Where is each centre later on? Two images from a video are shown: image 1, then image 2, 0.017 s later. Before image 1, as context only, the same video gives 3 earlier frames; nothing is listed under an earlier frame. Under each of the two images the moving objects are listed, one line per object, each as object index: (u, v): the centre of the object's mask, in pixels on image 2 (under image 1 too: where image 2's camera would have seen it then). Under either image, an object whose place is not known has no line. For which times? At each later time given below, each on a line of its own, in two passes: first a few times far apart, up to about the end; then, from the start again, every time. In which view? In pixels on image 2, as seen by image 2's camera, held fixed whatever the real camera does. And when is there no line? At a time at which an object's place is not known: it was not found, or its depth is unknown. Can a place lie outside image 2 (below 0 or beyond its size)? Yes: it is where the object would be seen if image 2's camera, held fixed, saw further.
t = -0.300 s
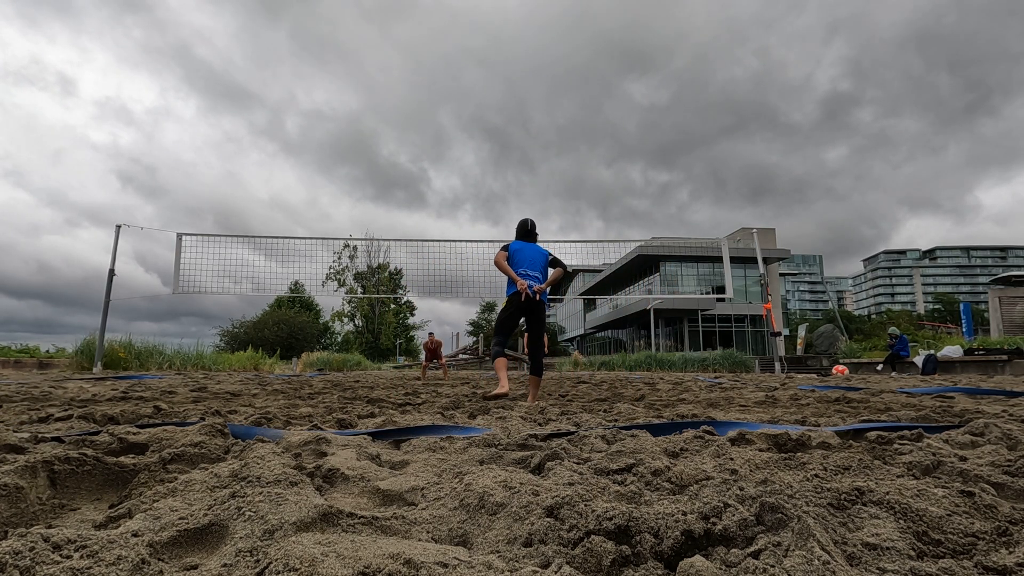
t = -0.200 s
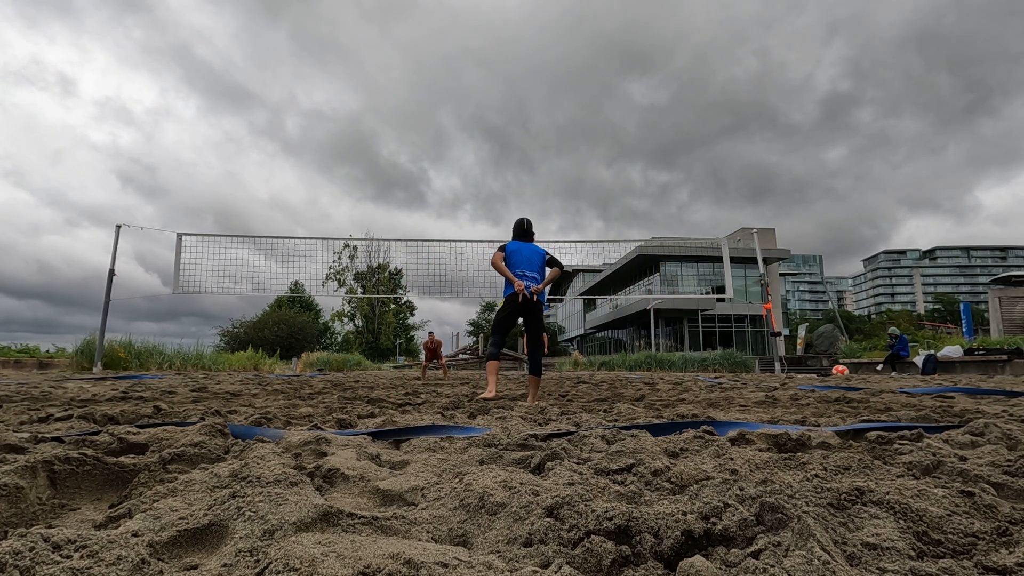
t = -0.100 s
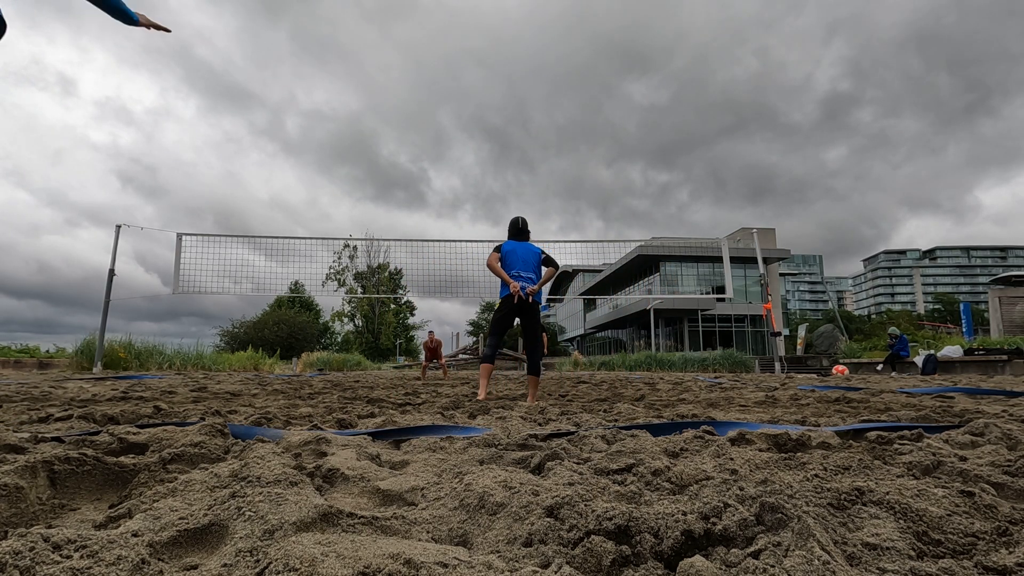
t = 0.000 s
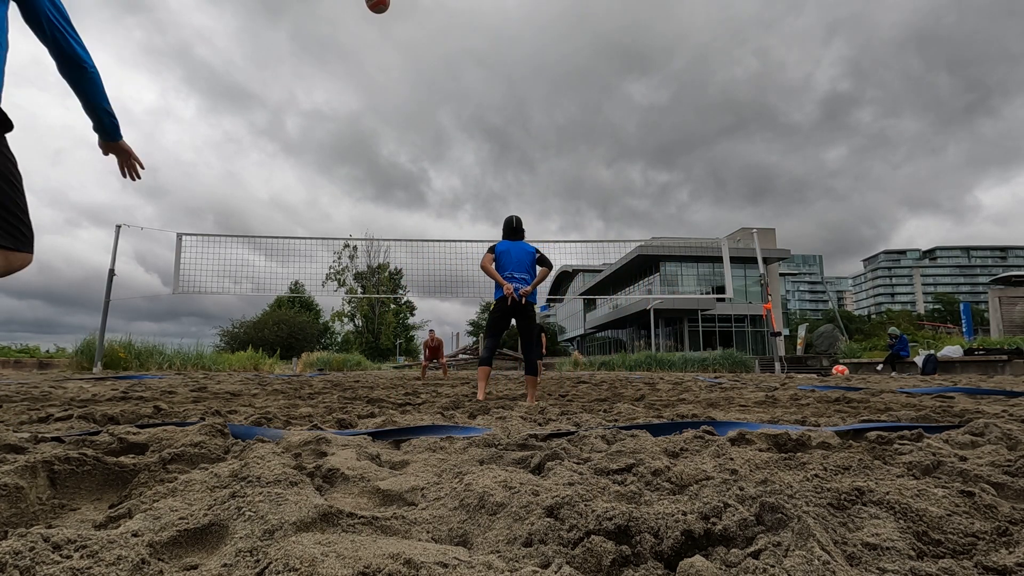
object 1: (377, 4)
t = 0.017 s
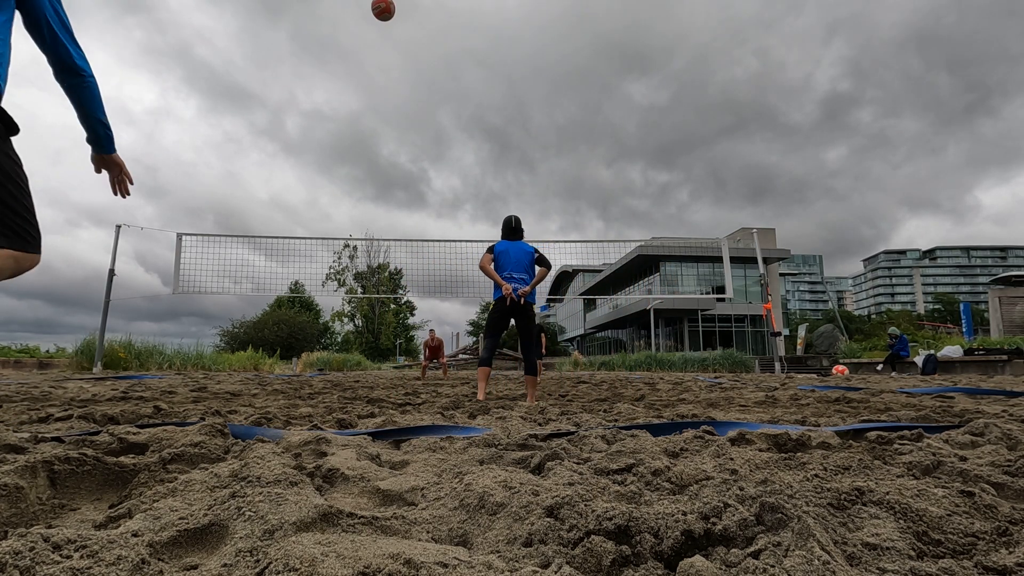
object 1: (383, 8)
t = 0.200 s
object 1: (425, 80)
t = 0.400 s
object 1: (449, 144)
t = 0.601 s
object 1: (463, 203)
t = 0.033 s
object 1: (388, 14)
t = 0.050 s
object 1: (393, 22)
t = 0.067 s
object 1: (397, 29)
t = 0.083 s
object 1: (402, 36)
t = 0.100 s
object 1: (406, 43)
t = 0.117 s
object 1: (409, 49)
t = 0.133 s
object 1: (413, 55)
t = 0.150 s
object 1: (416, 62)
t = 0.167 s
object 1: (419, 68)
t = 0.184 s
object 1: (422, 74)
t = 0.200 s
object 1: (425, 80)
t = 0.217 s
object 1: (427, 86)
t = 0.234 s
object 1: (430, 91)
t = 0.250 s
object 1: (432, 97)
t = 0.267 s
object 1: (434, 102)
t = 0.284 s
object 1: (437, 108)
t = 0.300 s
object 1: (439, 113)
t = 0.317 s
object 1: (441, 119)
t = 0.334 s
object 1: (442, 124)
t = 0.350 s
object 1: (444, 129)
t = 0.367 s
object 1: (446, 134)
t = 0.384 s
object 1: (448, 140)
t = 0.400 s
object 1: (449, 144)
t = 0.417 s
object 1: (451, 149)
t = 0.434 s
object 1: (452, 154)
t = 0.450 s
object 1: (454, 159)
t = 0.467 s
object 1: (455, 164)
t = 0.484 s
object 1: (456, 169)
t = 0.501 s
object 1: (457, 174)
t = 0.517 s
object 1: (459, 179)
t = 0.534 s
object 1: (460, 184)
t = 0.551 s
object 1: (461, 189)
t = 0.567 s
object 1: (462, 193)
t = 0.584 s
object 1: (463, 198)
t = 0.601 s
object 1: (463, 203)
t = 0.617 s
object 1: (464, 208)
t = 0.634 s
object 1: (465, 212)
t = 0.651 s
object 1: (466, 217)
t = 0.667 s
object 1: (467, 222)
